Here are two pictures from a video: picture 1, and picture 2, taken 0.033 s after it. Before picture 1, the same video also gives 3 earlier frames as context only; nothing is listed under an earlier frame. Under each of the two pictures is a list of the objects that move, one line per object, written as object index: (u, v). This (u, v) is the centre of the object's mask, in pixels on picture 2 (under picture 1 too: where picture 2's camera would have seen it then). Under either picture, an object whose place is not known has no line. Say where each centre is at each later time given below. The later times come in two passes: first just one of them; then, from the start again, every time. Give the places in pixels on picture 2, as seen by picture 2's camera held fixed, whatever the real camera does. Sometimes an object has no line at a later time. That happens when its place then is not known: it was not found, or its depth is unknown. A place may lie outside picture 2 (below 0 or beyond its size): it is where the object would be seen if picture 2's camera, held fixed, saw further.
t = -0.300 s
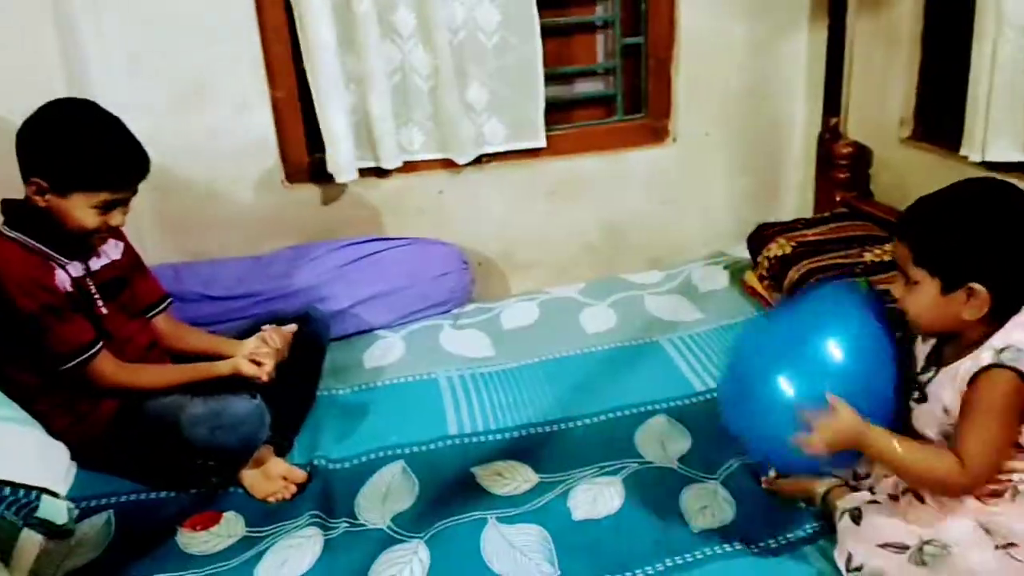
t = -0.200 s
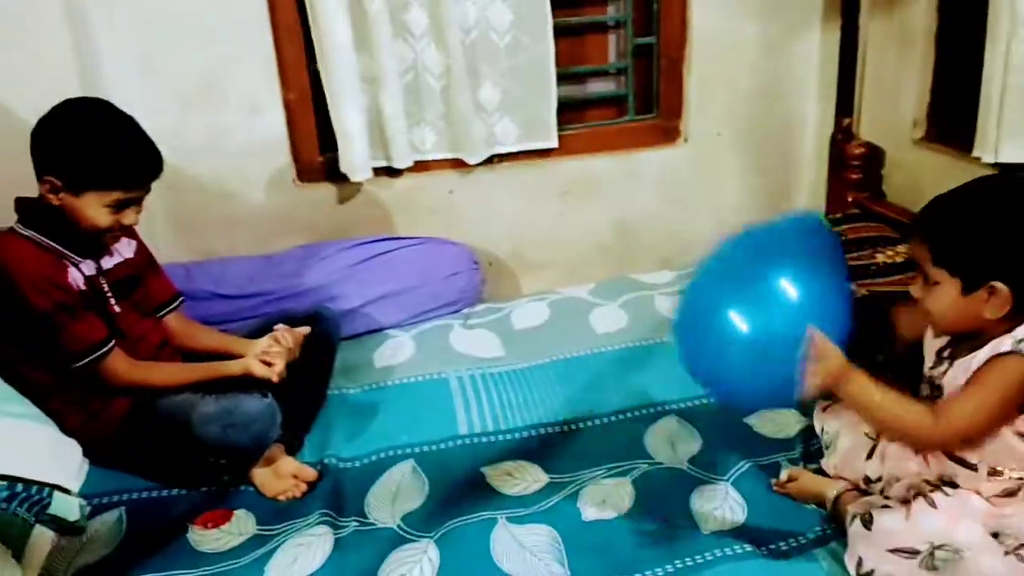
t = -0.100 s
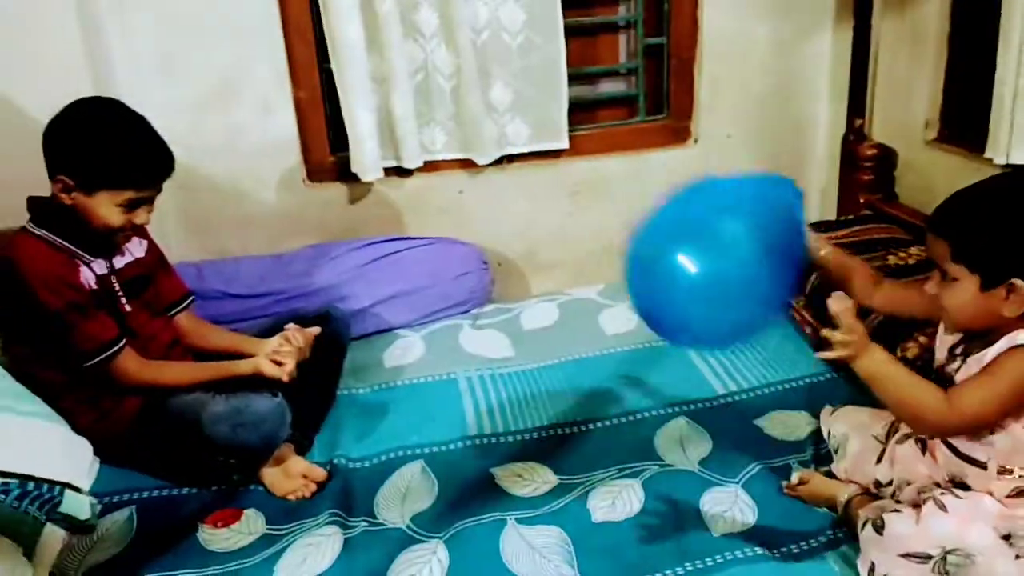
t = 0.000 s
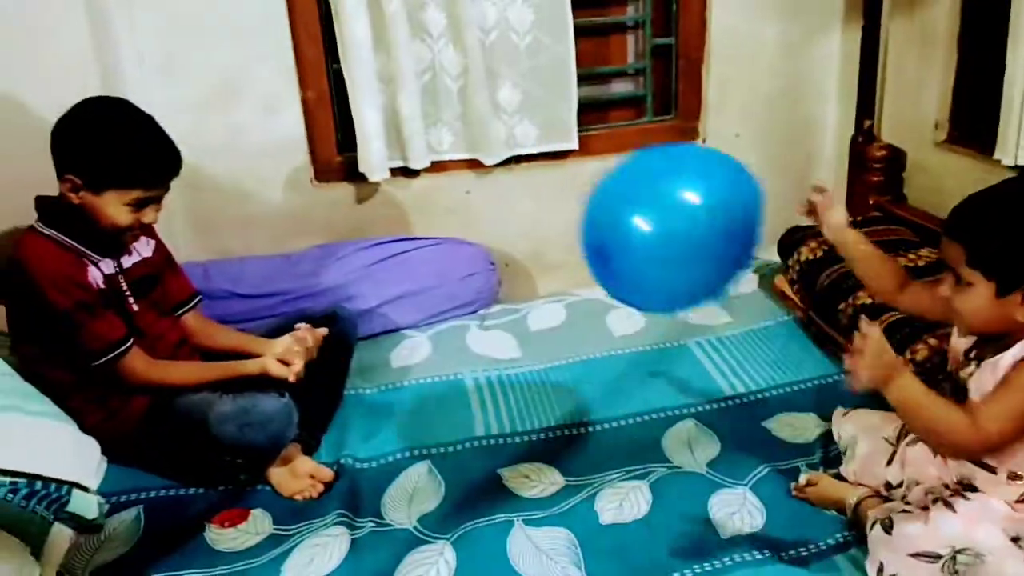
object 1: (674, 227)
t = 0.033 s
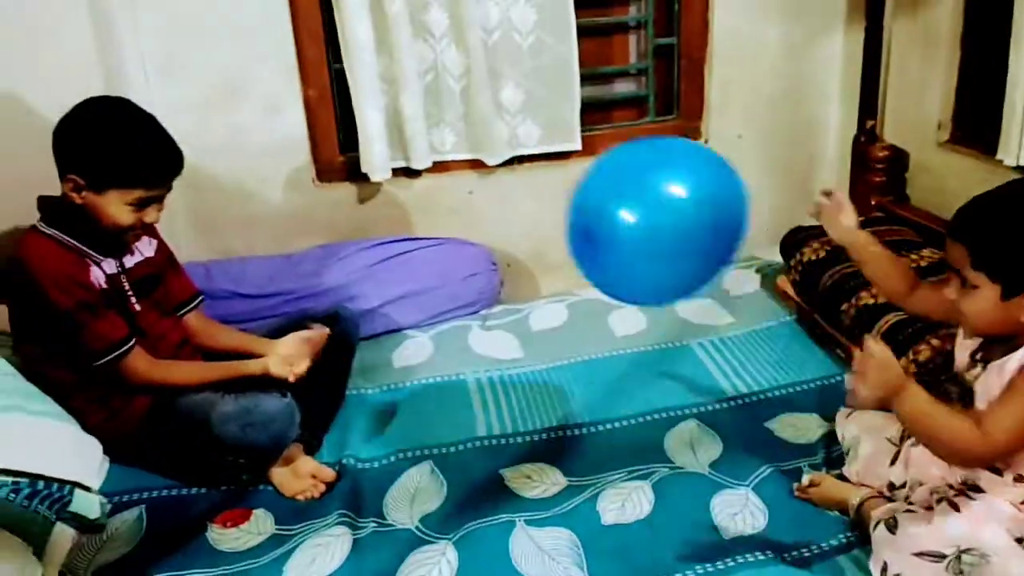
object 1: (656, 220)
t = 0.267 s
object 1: (549, 259)
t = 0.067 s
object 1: (639, 215)
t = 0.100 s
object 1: (621, 215)
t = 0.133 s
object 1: (605, 218)
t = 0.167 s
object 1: (589, 224)
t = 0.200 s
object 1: (575, 233)
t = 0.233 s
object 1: (562, 243)
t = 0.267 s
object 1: (549, 259)
